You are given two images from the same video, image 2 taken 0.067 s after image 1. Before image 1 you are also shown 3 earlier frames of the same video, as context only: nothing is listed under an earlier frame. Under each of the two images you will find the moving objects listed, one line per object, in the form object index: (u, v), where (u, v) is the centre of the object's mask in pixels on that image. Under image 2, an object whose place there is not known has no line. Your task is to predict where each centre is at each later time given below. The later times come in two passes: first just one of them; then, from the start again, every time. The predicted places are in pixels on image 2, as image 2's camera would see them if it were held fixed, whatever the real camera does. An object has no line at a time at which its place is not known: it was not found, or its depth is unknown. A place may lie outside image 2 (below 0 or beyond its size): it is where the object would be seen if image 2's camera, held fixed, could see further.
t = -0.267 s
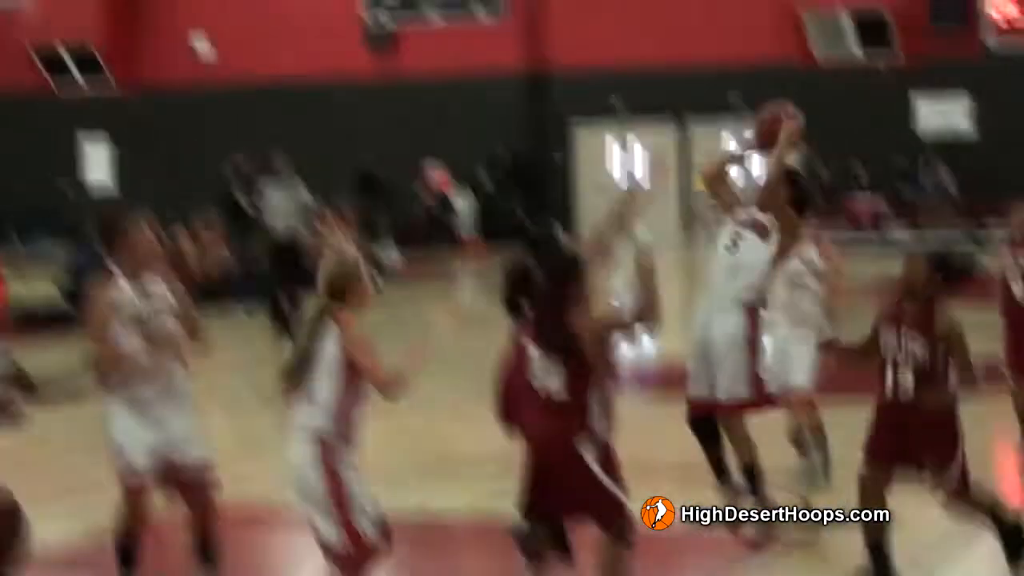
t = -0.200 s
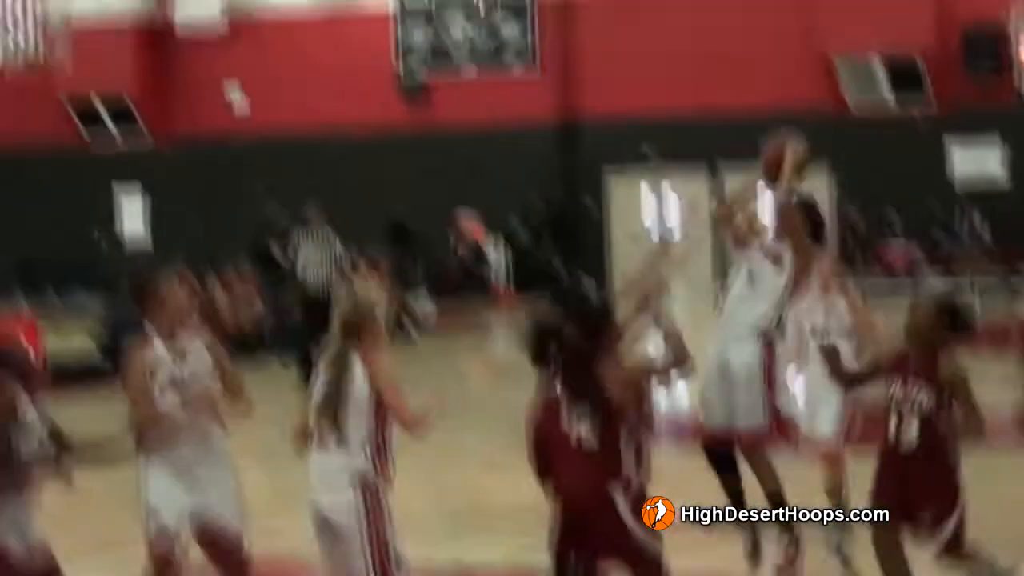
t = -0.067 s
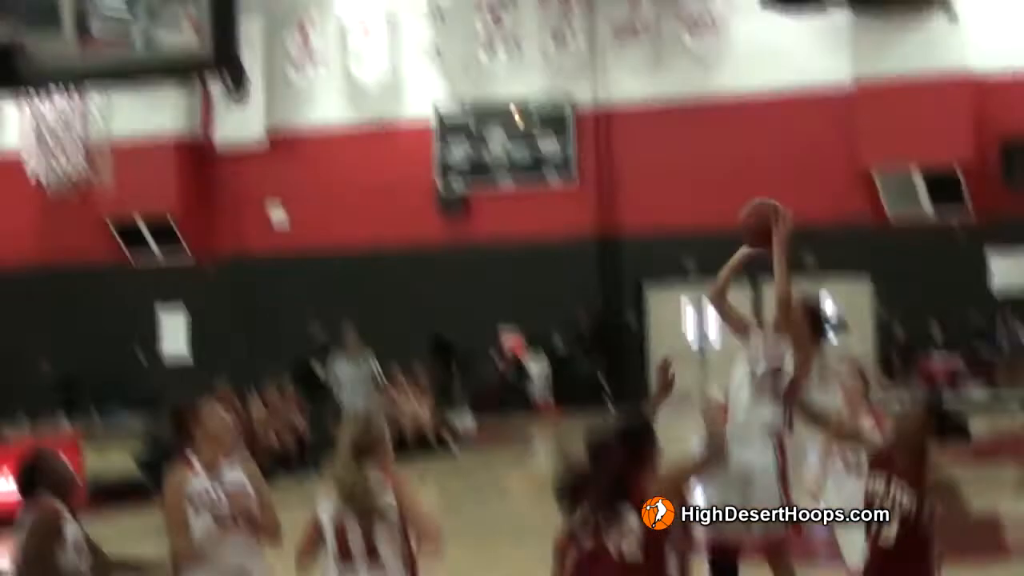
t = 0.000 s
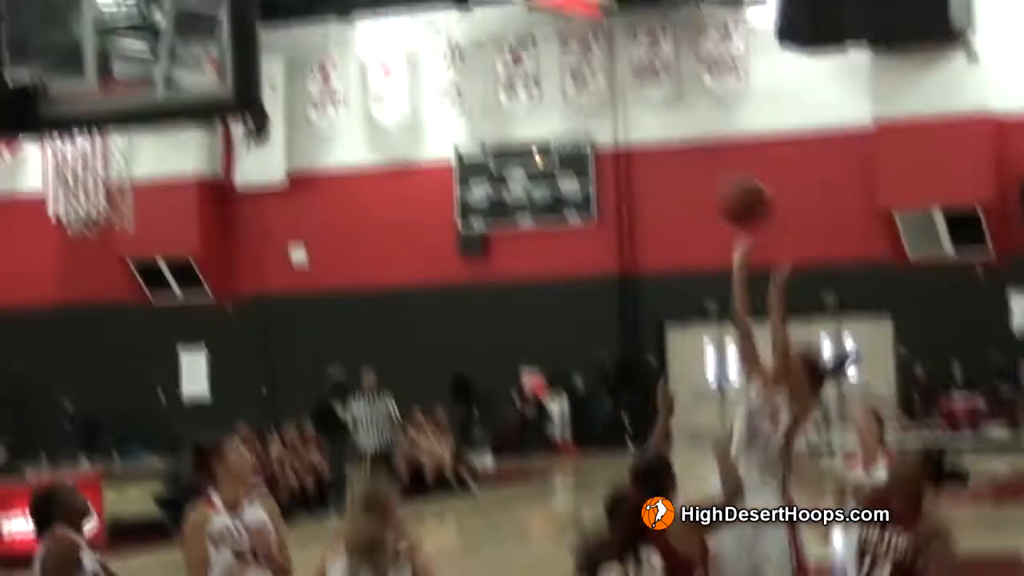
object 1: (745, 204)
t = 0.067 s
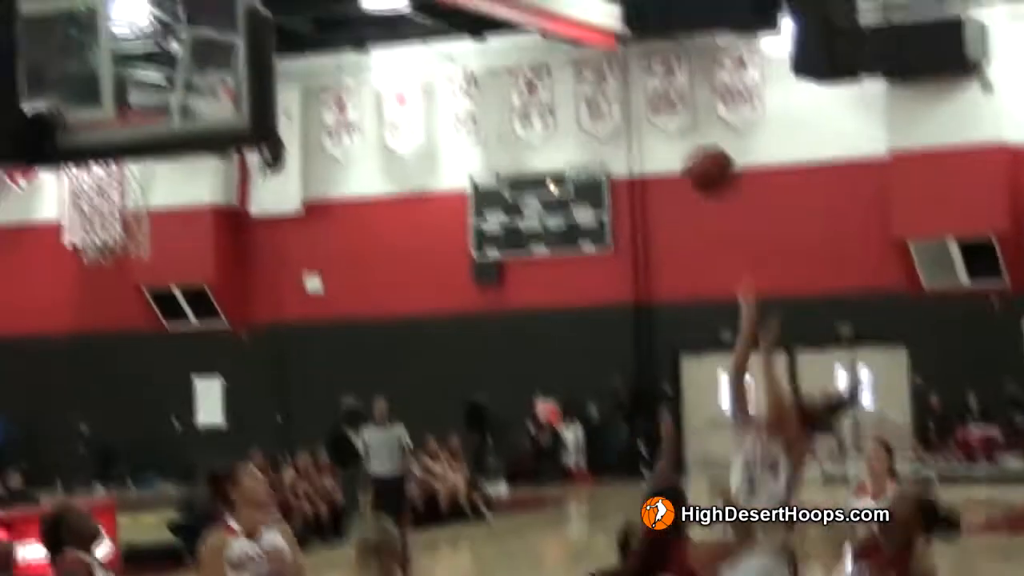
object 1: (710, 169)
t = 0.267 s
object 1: (561, 43)
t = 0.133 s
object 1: (660, 118)
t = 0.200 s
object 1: (611, 78)
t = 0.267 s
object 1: (561, 43)
